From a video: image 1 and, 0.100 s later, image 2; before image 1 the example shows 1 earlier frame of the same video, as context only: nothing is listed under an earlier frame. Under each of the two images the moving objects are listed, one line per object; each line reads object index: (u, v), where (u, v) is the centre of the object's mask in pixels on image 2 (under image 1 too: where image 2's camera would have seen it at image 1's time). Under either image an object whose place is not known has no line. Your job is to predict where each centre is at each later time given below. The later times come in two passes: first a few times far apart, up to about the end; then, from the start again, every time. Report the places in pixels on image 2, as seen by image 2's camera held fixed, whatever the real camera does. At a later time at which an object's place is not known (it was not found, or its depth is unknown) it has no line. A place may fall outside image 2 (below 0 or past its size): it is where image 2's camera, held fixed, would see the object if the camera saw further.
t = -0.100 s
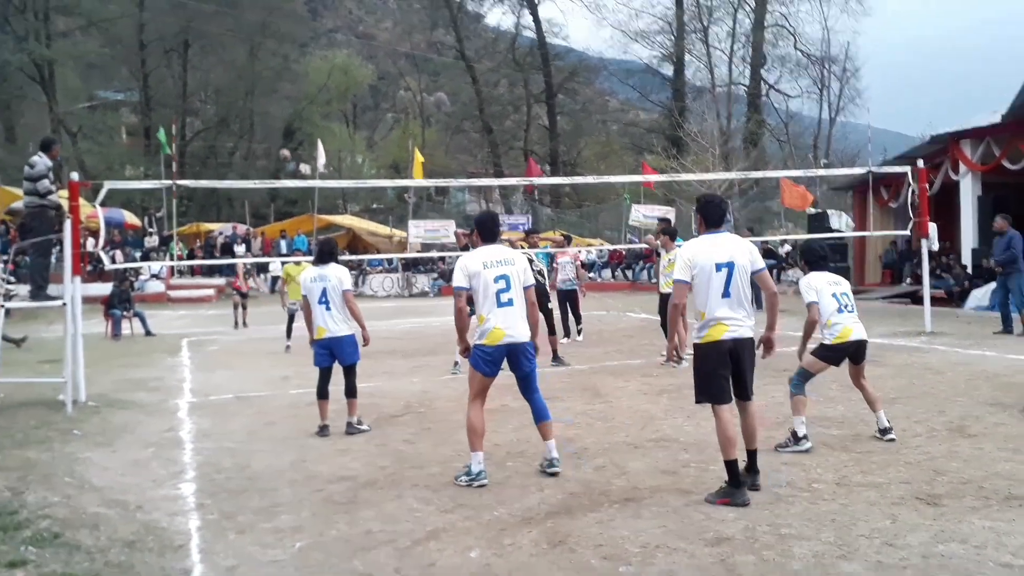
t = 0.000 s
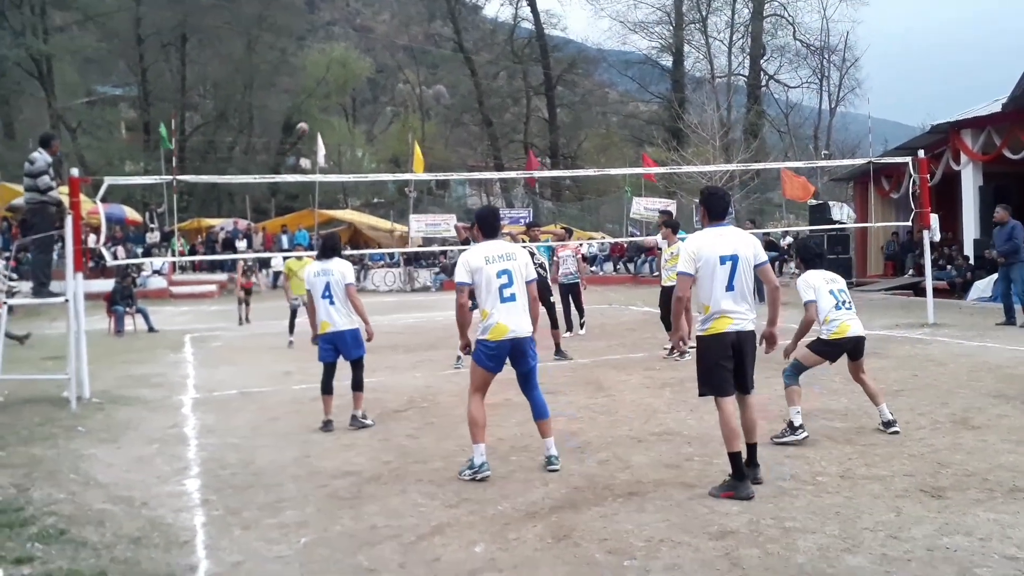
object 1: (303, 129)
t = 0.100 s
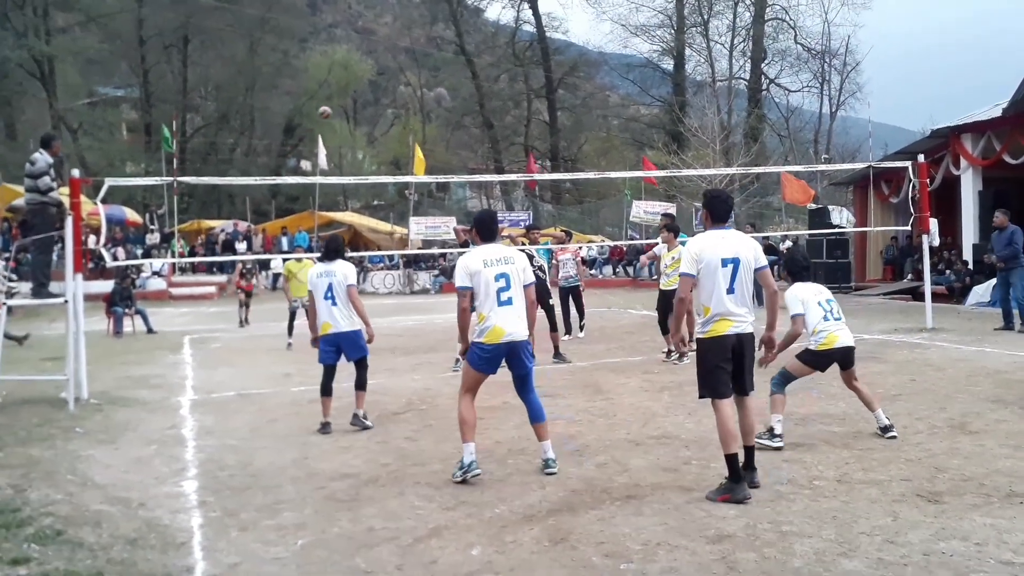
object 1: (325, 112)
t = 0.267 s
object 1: (368, 89)
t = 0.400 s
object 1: (413, 82)
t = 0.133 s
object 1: (332, 106)
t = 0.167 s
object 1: (341, 101)
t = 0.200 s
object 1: (349, 97)
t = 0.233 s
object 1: (358, 93)
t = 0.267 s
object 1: (368, 89)
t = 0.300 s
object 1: (379, 87)
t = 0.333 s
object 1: (389, 85)
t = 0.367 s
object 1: (400, 84)
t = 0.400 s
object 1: (413, 82)
